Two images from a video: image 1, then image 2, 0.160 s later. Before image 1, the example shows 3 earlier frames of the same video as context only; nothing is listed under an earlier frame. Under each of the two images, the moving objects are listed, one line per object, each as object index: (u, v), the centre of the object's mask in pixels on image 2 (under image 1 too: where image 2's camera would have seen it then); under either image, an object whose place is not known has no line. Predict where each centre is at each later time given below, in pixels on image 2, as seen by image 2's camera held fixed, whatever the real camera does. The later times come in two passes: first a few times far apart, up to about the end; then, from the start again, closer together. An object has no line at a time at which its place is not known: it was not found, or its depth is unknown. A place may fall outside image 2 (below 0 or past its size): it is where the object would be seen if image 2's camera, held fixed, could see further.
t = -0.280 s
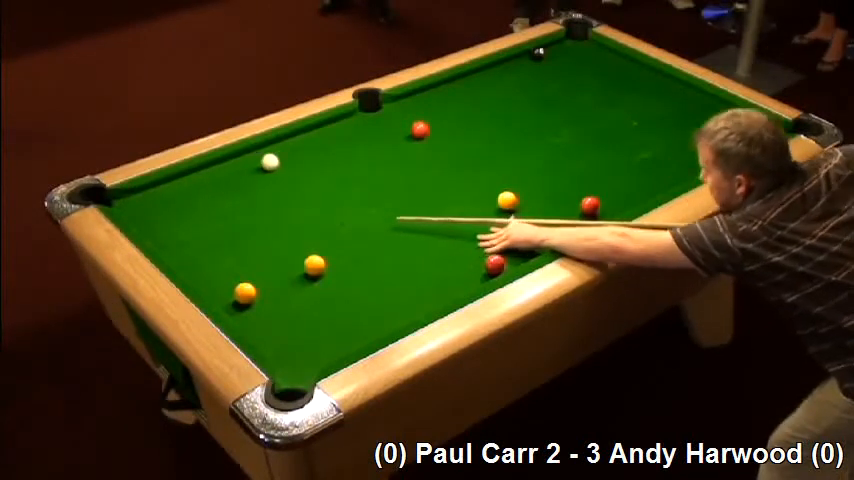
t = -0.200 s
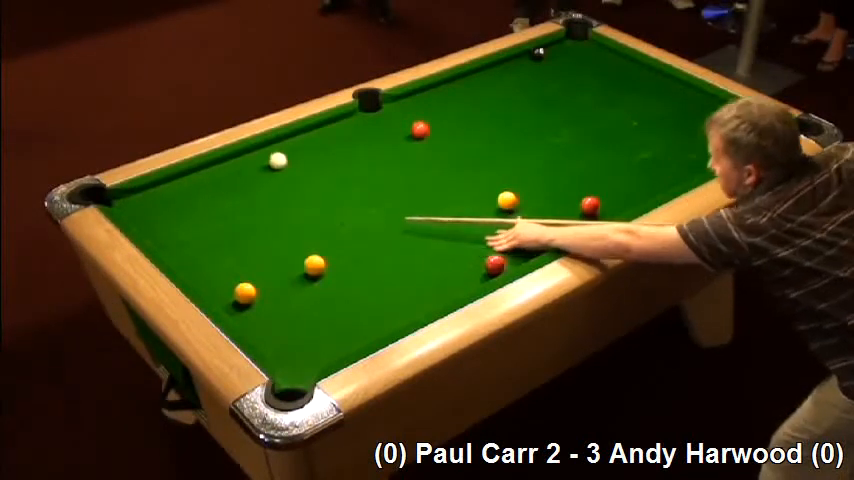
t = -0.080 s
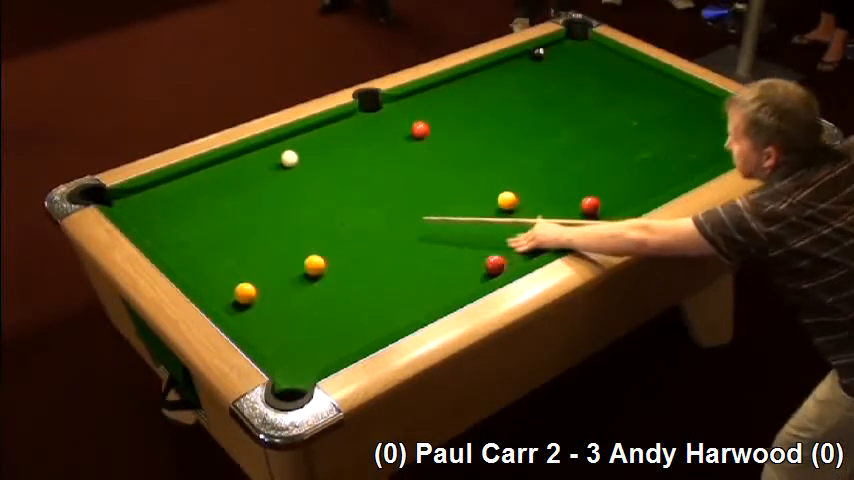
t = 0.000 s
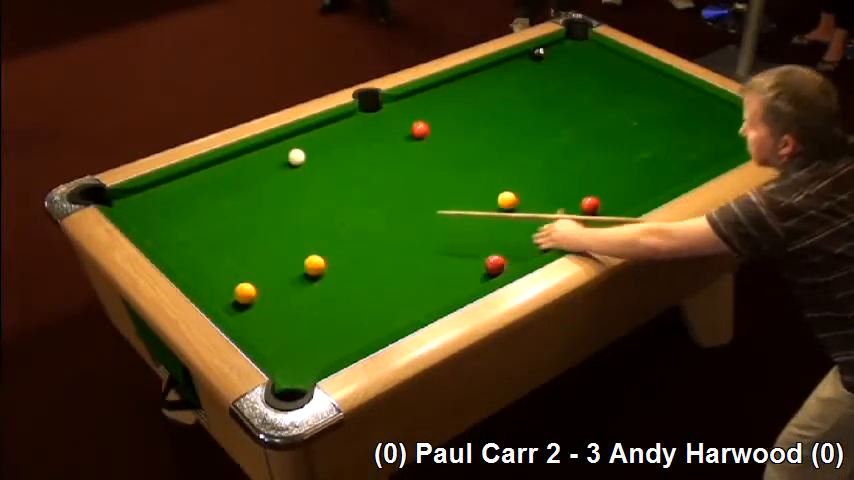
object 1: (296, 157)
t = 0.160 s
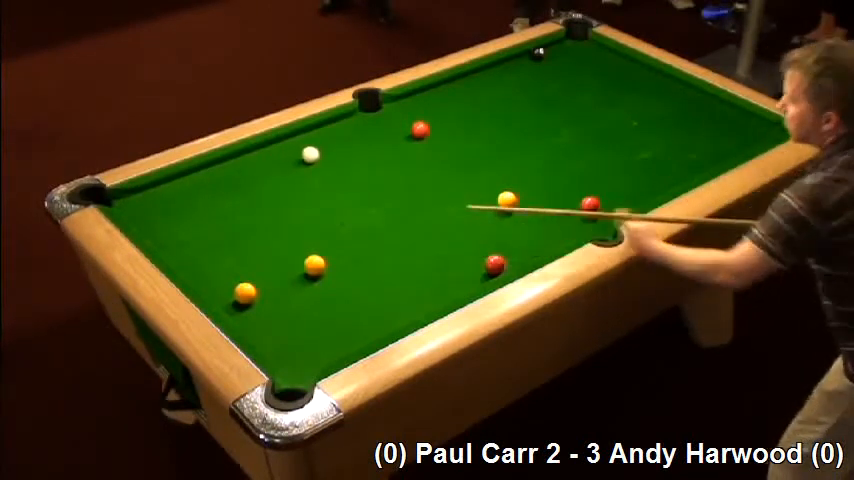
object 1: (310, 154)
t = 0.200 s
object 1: (313, 154)
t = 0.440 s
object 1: (331, 150)
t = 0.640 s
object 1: (345, 148)
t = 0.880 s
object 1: (359, 145)
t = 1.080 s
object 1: (368, 143)
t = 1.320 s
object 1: (378, 141)
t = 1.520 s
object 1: (384, 140)
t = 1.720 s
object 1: (390, 139)
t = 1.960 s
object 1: (394, 138)
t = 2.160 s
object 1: (395, 137)
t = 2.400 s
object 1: (395, 137)
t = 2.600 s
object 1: (396, 137)
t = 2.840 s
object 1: (396, 137)
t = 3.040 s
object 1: (396, 137)
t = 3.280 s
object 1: (396, 137)
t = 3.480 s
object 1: (396, 137)
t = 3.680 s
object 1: (396, 137)
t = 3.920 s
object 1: (396, 137)
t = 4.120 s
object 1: (396, 137)
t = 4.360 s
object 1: (396, 137)
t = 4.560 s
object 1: (396, 137)
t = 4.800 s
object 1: (396, 137)
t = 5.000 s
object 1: (396, 137)
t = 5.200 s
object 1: (396, 137)
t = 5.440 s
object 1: (396, 137)
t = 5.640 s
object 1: (396, 137)
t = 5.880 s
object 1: (396, 137)
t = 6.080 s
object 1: (396, 137)
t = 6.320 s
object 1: (396, 137)
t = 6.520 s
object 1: (396, 137)
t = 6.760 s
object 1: (396, 137)
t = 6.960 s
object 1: (396, 137)
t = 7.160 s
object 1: (396, 137)
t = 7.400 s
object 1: (396, 137)
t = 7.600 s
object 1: (396, 137)
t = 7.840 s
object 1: (396, 137)
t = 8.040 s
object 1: (396, 137)
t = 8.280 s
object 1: (396, 137)
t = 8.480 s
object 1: (396, 137)
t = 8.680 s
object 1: (396, 137)
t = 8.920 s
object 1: (396, 137)
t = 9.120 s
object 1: (396, 137)
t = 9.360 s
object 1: (396, 137)
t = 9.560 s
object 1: (396, 137)
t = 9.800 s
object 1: (396, 137)
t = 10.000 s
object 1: (396, 137)
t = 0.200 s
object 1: (313, 154)
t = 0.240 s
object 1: (316, 153)
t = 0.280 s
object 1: (320, 152)
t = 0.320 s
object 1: (323, 152)
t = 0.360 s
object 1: (326, 151)
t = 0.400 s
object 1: (328, 151)
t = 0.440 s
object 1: (331, 150)
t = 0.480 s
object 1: (335, 150)
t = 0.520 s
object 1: (337, 149)
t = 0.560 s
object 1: (340, 149)
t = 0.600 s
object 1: (342, 148)
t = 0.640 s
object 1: (345, 148)
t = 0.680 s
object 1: (347, 147)
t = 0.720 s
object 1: (350, 147)
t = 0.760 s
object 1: (352, 146)
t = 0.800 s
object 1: (354, 146)
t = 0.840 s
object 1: (356, 145)
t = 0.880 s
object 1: (359, 145)
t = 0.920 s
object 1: (361, 145)
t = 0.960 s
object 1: (362, 144)
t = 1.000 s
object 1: (365, 144)
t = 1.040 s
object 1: (366, 144)
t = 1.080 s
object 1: (368, 143)
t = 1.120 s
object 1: (370, 143)
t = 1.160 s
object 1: (372, 142)
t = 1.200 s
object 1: (374, 142)
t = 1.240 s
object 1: (375, 142)
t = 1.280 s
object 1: (376, 141)
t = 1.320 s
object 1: (378, 141)
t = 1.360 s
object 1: (379, 141)
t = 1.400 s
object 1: (381, 141)
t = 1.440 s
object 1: (382, 140)
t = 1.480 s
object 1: (383, 140)
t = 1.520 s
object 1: (384, 140)
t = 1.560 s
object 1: (386, 140)
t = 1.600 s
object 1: (387, 139)
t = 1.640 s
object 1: (388, 139)
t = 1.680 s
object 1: (389, 139)
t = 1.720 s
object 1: (390, 139)
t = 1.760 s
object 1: (391, 139)
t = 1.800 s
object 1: (391, 138)
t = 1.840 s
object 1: (392, 138)
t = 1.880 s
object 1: (393, 138)
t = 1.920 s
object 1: (393, 138)
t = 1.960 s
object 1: (394, 138)
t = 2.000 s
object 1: (394, 138)
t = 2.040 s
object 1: (395, 138)
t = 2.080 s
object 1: (395, 137)
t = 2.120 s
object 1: (395, 137)
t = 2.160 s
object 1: (395, 137)
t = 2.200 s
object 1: (395, 137)
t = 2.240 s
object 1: (395, 137)
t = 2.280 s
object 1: (395, 137)
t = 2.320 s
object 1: (395, 137)
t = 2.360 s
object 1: (395, 137)
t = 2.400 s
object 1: (395, 137)
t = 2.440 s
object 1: (395, 137)
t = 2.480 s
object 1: (395, 137)
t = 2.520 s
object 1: (396, 137)
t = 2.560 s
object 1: (396, 137)
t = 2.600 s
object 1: (396, 137)
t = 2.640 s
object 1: (395, 137)
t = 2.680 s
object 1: (396, 136)
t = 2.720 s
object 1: (396, 136)
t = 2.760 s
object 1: (396, 137)
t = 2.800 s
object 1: (396, 137)
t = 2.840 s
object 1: (396, 137)
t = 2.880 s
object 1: (396, 137)
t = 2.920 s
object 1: (396, 137)
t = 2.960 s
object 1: (396, 137)
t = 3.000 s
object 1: (396, 137)
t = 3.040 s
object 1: (396, 137)
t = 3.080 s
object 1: (396, 137)
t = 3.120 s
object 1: (396, 137)
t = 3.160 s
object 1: (396, 137)
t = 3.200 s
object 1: (396, 137)
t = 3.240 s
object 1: (396, 137)
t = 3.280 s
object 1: (396, 137)
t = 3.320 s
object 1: (396, 137)
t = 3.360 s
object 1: (396, 137)
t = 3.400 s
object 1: (396, 137)
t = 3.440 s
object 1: (396, 137)
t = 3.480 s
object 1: (396, 137)
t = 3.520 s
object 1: (396, 137)
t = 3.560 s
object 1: (396, 137)
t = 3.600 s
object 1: (396, 137)
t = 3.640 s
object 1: (396, 137)
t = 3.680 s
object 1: (396, 137)
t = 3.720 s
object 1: (396, 137)
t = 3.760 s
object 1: (396, 137)
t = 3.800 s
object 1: (396, 137)
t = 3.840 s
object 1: (396, 137)
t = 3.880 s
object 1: (396, 137)
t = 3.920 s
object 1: (396, 137)
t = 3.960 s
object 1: (396, 137)
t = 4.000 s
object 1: (396, 137)
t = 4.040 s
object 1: (396, 137)
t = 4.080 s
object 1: (396, 137)
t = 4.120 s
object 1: (396, 137)
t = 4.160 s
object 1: (396, 137)
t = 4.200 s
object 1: (396, 137)
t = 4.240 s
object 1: (396, 137)
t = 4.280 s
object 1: (396, 137)
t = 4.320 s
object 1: (396, 137)
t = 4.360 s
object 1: (396, 137)
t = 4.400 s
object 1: (396, 137)
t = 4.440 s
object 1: (396, 137)
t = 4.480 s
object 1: (396, 137)
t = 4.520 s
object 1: (396, 137)
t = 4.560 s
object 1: (396, 137)
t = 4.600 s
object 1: (396, 137)
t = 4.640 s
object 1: (396, 137)
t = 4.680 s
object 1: (396, 137)
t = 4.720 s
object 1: (396, 137)
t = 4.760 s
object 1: (396, 137)
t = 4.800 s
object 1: (396, 137)
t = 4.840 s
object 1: (396, 137)
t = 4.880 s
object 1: (396, 137)
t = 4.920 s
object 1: (396, 137)
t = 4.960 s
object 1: (396, 137)
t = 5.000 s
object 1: (396, 137)
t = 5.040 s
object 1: (396, 137)
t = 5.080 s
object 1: (396, 137)
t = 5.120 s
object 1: (396, 137)
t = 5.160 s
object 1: (396, 137)
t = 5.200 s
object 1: (396, 137)
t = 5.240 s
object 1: (396, 137)
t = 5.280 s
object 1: (396, 137)
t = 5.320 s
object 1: (396, 137)
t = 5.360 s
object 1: (396, 137)
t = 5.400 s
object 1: (396, 137)
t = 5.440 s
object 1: (396, 137)
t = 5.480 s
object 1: (396, 137)
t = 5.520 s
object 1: (396, 137)
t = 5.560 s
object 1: (396, 137)
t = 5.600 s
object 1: (396, 137)
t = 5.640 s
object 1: (396, 137)
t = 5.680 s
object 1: (396, 137)
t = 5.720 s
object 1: (396, 137)
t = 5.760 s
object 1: (396, 137)
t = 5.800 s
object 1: (396, 137)
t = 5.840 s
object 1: (396, 137)
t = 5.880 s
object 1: (396, 137)
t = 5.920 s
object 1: (396, 137)
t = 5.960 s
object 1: (396, 137)
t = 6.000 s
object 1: (396, 137)
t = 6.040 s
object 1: (396, 137)
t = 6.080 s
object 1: (396, 137)
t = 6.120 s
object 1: (396, 137)
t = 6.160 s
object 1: (396, 137)
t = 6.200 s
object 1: (396, 137)
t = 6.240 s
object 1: (396, 137)
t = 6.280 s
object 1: (396, 137)
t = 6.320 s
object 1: (396, 137)
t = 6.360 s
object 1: (396, 137)
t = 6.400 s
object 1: (396, 137)
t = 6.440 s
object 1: (396, 137)
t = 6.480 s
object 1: (396, 137)
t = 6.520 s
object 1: (396, 137)
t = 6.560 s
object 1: (396, 137)
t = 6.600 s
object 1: (396, 137)
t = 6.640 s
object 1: (396, 137)
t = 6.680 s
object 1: (396, 137)
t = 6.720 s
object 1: (396, 137)
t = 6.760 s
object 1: (396, 137)
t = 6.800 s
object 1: (396, 137)
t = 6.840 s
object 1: (396, 137)
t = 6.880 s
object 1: (396, 137)
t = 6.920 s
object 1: (396, 137)
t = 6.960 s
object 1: (396, 137)
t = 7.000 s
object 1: (396, 137)
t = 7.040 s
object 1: (396, 137)
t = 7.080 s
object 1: (396, 137)
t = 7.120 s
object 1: (396, 137)
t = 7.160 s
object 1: (396, 137)
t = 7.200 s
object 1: (396, 137)
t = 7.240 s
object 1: (396, 137)
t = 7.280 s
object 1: (396, 137)
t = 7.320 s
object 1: (396, 137)
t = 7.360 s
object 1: (396, 137)
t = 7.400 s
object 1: (396, 137)
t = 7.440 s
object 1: (396, 137)
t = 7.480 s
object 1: (396, 137)
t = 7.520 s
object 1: (396, 137)
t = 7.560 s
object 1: (396, 137)
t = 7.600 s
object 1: (396, 137)
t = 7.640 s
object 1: (396, 137)
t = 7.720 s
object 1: (396, 137)
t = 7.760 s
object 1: (396, 137)
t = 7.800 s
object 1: (396, 137)
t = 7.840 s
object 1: (396, 137)
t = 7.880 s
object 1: (396, 137)
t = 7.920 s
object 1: (396, 137)
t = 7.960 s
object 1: (396, 137)
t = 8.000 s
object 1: (396, 137)
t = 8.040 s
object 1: (396, 137)
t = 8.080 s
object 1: (396, 137)
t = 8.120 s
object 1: (396, 137)
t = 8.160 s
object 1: (396, 137)
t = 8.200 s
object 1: (396, 137)
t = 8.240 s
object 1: (396, 137)
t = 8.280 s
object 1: (396, 137)
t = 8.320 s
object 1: (396, 137)
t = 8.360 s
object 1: (396, 137)
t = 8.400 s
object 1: (396, 137)
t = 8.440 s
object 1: (396, 137)
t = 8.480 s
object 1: (396, 137)
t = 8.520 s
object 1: (396, 137)
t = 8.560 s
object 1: (396, 137)
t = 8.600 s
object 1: (396, 137)
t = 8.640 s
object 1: (396, 137)
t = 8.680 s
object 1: (396, 137)
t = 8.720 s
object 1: (396, 137)
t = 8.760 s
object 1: (396, 137)
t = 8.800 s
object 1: (396, 137)
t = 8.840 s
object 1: (396, 137)
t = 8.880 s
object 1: (396, 137)
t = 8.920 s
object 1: (396, 137)
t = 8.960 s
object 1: (396, 137)
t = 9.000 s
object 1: (396, 137)
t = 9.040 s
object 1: (396, 137)
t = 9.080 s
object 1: (396, 137)
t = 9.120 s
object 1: (396, 137)
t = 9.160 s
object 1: (396, 137)
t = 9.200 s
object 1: (396, 137)
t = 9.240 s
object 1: (396, 137)
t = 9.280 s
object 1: (396, 137)
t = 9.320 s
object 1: (396, 137)
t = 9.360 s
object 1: (396, 137)
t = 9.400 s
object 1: (396, 137)
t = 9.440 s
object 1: (396, 137)
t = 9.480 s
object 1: (396, 137)
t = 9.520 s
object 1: (396, 137)
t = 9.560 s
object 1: (396, 137)
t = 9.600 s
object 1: (396, 137)
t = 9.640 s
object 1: (396, 137)
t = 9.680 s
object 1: (396, 137)
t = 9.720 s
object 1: (396, 137)
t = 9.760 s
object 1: (396, 137)
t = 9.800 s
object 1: (396, 137)
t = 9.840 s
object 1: (396, 137)
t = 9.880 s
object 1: (396, 137)
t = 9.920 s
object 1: (396, 137)
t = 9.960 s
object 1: (396, 137)
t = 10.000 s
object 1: (396, 137)
